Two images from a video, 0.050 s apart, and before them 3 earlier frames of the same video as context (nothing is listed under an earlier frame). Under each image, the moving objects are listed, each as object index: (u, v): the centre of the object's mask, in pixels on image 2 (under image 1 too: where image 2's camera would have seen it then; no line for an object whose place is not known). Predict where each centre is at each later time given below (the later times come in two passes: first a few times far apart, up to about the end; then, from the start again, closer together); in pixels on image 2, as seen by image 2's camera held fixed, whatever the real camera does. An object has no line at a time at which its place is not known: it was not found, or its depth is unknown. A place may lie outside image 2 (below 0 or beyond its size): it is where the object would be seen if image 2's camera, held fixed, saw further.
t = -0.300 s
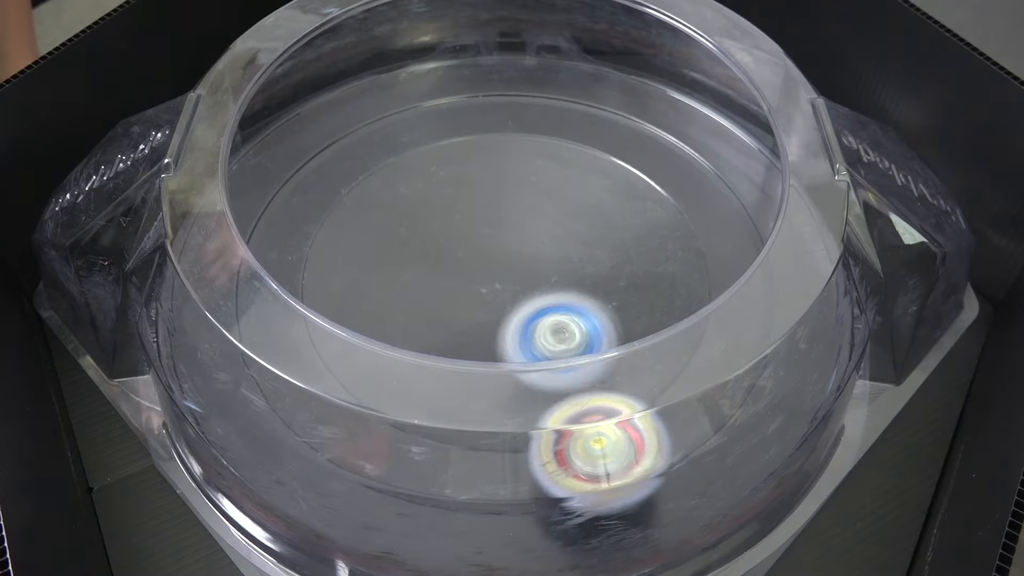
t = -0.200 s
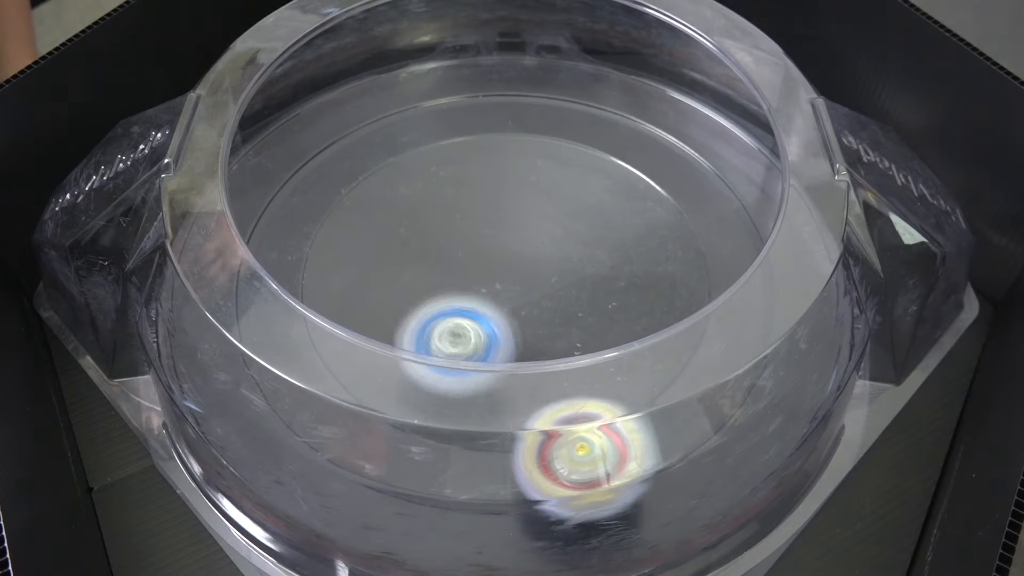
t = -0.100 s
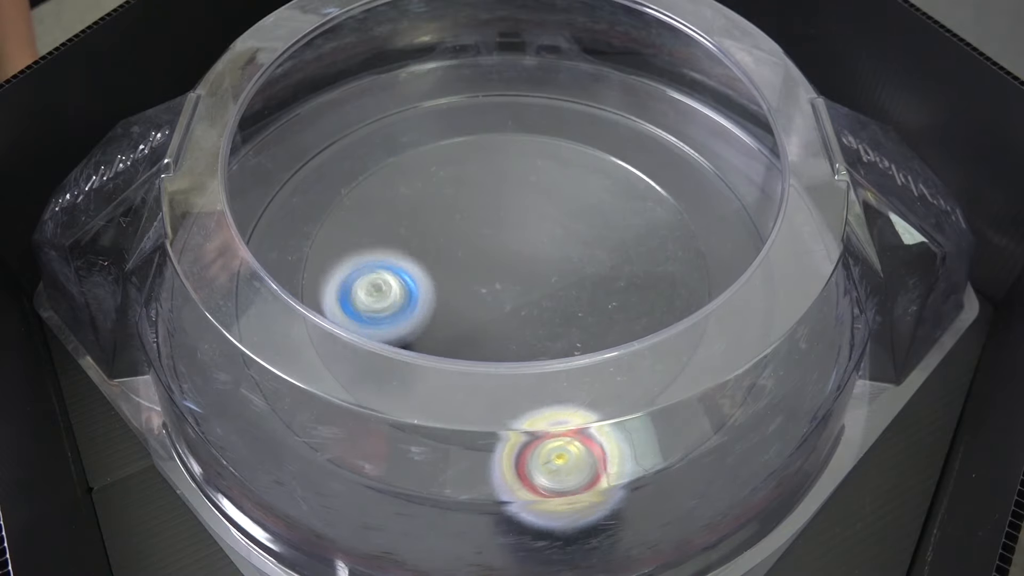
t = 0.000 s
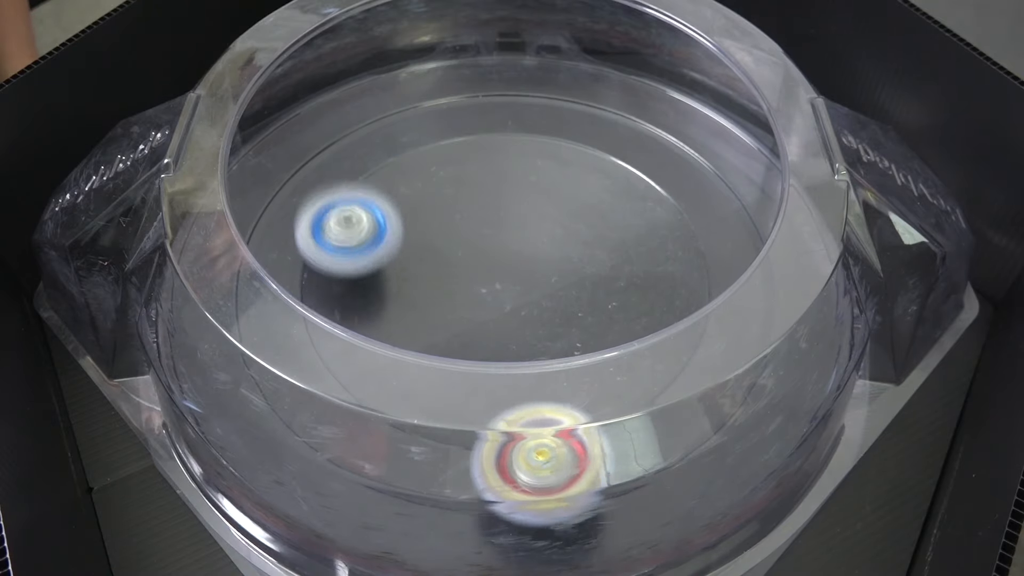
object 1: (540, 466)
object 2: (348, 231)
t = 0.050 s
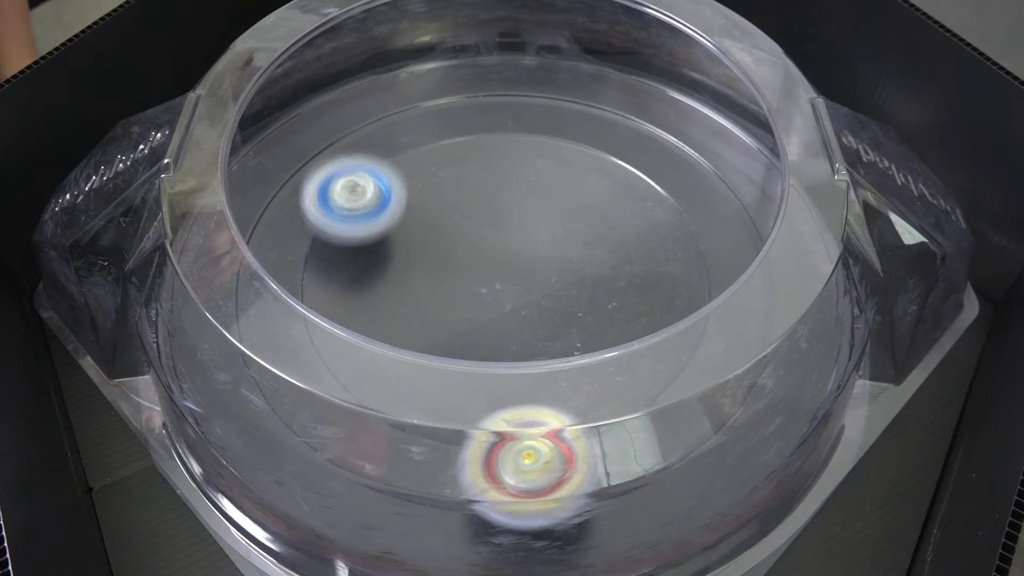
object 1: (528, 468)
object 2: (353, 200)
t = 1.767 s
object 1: (294, 288)
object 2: (428, 266)
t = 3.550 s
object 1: (556, 245)
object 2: (531, 81)
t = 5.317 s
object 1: (528, 247)
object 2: (293, 396)
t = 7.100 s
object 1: (541, 251)
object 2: (740, 208)
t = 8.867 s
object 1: (548, 242)
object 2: (316, 141)
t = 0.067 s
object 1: (522, 470)
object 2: (357, 189)
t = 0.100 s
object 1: (513, 472)
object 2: (370, 171)
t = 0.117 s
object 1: (508, 473)
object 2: (376, 162)
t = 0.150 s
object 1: (499, 474)
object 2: (395, 146)
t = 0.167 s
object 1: (495, 473)
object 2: (406, 141)
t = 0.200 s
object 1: (487, 470)
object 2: (429, 132)
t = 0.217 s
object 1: (482, 469)
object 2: (441, 129)
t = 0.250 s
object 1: (474, 468)
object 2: (468, 127)
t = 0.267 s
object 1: (470, 467)
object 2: (481, 128)
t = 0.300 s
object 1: (461, 467)
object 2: (507, 131)
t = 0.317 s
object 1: (455, 467)
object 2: (521, 135)
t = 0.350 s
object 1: (446, 468)
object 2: (546, 145)
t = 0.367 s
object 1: (442, 467)
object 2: (557, 152)
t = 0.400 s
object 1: (434, 465)
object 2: (580, 168)
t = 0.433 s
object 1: (428, 462)
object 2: (597, 188)
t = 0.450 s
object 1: (424, 461)
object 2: (604, 199)
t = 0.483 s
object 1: (416, 458)
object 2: (617, 219)
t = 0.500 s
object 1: (413, 458)
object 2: (622, 230)
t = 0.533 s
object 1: (405, 456)
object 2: (625, 257)
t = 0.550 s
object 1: (400, 456)
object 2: (624, 270)
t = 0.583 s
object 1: (394, 454)
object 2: (619, 293)
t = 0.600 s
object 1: (391, 453)
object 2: (613, 302)
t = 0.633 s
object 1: (386, 450)
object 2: (595, 318)
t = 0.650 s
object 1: (383, 449)
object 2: (589, 333)
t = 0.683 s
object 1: (378, 446)
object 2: (567, 355)
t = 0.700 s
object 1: (375, 446)
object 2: (553, 363)
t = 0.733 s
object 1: (371, 443)
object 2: (525, 375)
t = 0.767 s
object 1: (365, 440)
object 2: (493, 380)
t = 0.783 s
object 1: (362, 439)
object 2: (479, 381)
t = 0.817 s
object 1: (338, 440)
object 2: (460, 375)
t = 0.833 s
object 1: (326, 436)
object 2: (460, 369)
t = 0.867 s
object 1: (308, 436)
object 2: (457, 345)
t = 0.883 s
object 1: (299, 435)
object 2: (456, 329)
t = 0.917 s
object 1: (282, 431)
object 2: (452, 317)
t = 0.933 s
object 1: (274, 429)
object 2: (448, 310)
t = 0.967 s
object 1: (271, 420)
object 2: (446, 289)
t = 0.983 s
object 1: (270, 415)
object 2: (446, 280)
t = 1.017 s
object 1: (265, 407)
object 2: (453, 261)
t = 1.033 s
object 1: (262, 404)
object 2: (459, 253)
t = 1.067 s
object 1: (258, 398)
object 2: (475, 239)
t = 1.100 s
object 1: (251, 393)
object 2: (495, 228)
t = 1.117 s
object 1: (247, 391)
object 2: (507, 224)
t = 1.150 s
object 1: (241, 388)
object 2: (531, 221)
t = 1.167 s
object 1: (238, 385)
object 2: (543, 220)
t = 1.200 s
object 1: (236, 380)
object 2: (567, 224)
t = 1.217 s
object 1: (235, 377)
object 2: (577, 227)
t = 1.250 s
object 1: (233, 372)
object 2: (599, 236)
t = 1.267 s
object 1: (231, 370)
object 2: (608, 243)
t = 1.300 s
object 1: (226, 365)
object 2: (623, 256)
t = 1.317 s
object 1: (226, 364)
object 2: (629, 265)
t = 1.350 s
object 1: (227, 359)
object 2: (635, 282)
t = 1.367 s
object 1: (228, 357)
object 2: (637, 291)
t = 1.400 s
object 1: (229, 353)
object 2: (629, 304)
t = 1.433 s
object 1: (229, 348)
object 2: (621, 326)
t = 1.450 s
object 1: (229, 344)
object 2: (613, 334)
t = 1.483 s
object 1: (230, 338)
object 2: (593, 350)
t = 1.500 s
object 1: (231, 334)
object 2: (579, 355)
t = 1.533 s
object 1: (232, 328)
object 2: (552, 361)
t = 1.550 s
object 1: (235, 326)
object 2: (535, 361)
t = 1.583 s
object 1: (246, 323)
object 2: (508, 358)
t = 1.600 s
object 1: (251, 322)
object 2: (493, 354)
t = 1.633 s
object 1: (262, 318)
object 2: (470, 341)
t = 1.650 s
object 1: (268, 315)
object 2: (460, 328)
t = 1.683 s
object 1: (277, 306)
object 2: (444, 316)
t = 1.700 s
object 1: (280, 304)
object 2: (436, 308)
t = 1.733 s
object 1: (288, 295)
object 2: (429, 288)
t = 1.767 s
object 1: (294, 288)
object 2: (428, 266)
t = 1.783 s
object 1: (299, 285)
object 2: (429, 256)
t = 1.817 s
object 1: (315, 280)
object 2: (438, 236)
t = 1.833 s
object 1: (323, 279)
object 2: (444, 226)
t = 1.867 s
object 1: (349, 279)
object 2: (460, 209)
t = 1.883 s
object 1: (360, 281)
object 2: (467, 202)
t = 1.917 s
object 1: (387, 283)
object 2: (487, 189)
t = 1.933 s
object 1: (403, 284)
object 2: (497, 183)
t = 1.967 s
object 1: (433, 286)
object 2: (520, 176)
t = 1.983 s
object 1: (448, 289)
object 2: (531, 173)
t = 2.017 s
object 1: (480, 289)
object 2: (555, 171)
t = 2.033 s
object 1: (495, 287)
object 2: (567, 170)
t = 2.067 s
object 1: (523, 282)
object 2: (590, 174)
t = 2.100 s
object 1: (546, 274)
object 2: (612, 180)
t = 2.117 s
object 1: (555, 269)
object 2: (620, 185)
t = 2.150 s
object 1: (566, 267)
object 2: (644, 190)
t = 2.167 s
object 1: (557, 268)
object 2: (667, 183)
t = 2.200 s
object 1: (540, 278)
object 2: (710, 175)
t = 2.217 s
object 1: (532, 280)
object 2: (729, 173)
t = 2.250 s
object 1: (513, 286)
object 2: (734, 173)
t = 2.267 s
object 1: (506, 286)
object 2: (735, 176)
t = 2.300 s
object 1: (491, 287)
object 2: (733, 194)
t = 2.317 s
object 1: (486, 286)
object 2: (731, 200)
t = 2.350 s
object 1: (477, 283)
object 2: (731, 203)
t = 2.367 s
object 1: (477, 282)
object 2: (729, 208)
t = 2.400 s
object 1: (476, 278)
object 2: (728, 211)
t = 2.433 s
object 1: (484, 276)
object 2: (727, 213)
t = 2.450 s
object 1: (486, 274)
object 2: (725, 214)
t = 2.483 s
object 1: (498, 271)
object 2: (725, 212)
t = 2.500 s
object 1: (500, 269)
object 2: (727, 209)
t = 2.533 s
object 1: (511, 265)
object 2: (728, 203)
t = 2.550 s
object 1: (512, 262)
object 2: (728, 200)
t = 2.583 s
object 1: (519, 258)
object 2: (730, 189)
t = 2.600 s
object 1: (520, 255)
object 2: (730, 184)
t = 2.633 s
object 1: (523, 251)
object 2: (731, 171)
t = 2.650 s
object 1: (524, 248)
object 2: (728, 167)
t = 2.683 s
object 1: (524, 244)
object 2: (717, 163)
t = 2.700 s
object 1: (524, 241)
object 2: (713, 163)
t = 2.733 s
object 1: (523, 237)
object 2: (705, 157)
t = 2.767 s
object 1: (519, 233)
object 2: (698, 149)
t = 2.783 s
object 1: (519, 231)
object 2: (695, 144)
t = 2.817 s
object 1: (514, 226)
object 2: (691, 135)
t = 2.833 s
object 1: (513, 225)
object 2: (690, 131)
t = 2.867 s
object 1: (506, 222)
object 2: (682, 130)
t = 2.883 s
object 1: (504, 222)
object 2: (678, 131)
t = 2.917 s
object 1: (496, 221)
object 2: (673, 130)
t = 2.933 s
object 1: (493, 223)
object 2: (669, 127)
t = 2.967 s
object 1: (485, 227)
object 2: (663, 122)
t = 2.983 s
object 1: (484, 231)
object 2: (660, 120)
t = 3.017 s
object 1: (479, 238)
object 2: (653, 111)
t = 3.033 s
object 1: (479, 245)
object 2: (649, 107)
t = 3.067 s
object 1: (481, 253)
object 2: (642, 105)
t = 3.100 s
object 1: (488, 264)
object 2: (636, 107)
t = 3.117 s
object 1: (490, 267)
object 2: (632, 107)
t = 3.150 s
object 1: (501, 274)
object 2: (625, 105)
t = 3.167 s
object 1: (503, 276)
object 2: (620, 102)
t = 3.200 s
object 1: (515, 280)
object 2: (611, 96)
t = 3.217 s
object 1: (517, 280)
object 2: (606, 93)
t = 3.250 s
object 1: (527, 280)
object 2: (598, 88)
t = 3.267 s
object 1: (528, 280)
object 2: (594, 87)
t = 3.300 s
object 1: (538, 277)
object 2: (589, 89)
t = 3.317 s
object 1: (538, 277)
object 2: (586, 90)
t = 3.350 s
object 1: (546, 273)
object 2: (580, 90)
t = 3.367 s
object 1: (547, 272)
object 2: (577, 89)
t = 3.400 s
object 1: (552, 267)
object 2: (567, 86)
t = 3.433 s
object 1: (557, 263)
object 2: (556, 81)
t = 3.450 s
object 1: (557, 260)
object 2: (549, 79)
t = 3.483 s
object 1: (560, 256)
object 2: (540, 76)
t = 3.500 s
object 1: (559, 253)
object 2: (538, 77)
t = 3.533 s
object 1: (559, 248)
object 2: (533, 80)
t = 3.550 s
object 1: (556, 245)
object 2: (531, 81)
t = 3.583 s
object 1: (553, 240)
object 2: (525, 82)
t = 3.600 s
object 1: (549, 239)
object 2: (521, 83)
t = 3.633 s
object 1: (542, 235)
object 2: (510, 82)
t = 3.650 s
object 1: (535, 236)
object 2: (505, 81)
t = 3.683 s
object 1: (525, 235)
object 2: (491, 79)
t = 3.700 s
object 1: (519, 238)
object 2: (483, 77)
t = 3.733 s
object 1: (508, 242)
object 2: (474, 77)
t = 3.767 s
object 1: (500, 249)
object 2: (469, 79)
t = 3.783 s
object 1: (494, 254)
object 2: (466, 81)
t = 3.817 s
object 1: (490, 261)
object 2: (462, 83)
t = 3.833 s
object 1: (487, 266)
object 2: (458, 85)
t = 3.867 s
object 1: (486, 273)
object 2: (447, 87)
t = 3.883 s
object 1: (486, 277)
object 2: (441, 87)
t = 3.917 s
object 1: (486, 282)
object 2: (426, 88)
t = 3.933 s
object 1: (489, 285)
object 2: (418, 88)
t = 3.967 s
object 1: (491, 289)
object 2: (409, 90)
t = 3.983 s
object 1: (495, 291)
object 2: (406, 93)
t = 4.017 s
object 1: (499, 295)
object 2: (402, 95)
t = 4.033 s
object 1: (504, 296)
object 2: (399, 97)
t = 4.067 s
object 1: (509, 300)
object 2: (389, 101)
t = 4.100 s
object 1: (514, 301)
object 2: (376, 104)
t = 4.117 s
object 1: (520, 302)
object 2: (370, 106)
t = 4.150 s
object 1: (526, 303)
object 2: (360, 110)
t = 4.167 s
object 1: (531, 302)
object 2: (358, 112)
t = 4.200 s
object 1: (537, 301)
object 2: (352, 117)
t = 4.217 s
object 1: (541, 299)
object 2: (346, 119)
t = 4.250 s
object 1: (547, 295)
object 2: (336, 125)
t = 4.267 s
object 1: (548, 292)
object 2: (330, 128)
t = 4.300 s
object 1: (553, 286)
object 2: (323, 133)
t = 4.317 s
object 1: (552, 283)
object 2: (320, 136)
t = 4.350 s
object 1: (552, 275)
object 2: (313, 142)
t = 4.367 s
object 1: (550, 272)
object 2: (309, 145)
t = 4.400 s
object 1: (543, 264)
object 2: (301, 151)
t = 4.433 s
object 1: (536, 258)
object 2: (294, 158)
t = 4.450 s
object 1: (530, 256)
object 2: (291, 162)
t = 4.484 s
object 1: (521, 252)
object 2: (284, 169)
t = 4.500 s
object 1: (517, 251)
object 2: (283, 173)
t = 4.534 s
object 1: (505, 250)
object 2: (277, 181)
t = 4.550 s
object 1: (502, 250)
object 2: (276, 185)
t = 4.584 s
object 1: (493, 251)
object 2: (273, 192)
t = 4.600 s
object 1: (489, 251)
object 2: (272, 195)
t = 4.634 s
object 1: (482, 254)
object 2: (271, 203)
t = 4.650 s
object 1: (478, 255)
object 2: (270, 206)
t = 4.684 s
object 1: (474, 258)
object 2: (259, 216)
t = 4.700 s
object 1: (471, 261)
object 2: (256, 219)
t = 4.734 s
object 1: (468, 265)
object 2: (254, 227)
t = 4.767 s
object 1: (466, 270)
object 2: (249, 236)
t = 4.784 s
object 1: (463, 273)
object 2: (248, 241)
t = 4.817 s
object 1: (462, 277)
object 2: (248, 248)
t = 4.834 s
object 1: (463, 281)
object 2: (243, 256)
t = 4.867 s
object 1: (463, 285)
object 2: (242, 265)
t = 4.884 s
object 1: (466, 288)
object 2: (243, 270)
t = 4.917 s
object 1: (469, 293)
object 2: (245, 281)
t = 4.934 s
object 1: (472, 294)
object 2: (243, 285)
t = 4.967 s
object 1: (480, 299)
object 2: (244, 295)
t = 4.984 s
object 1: (482, 300)
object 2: (237, 305)
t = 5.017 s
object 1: (494, 300)
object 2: (241, 314)
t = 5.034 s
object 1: (499, 301)
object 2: (243, 318)
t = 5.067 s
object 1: (509, 298)
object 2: (247, 327)
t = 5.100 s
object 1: (519, 291)
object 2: (251, 334)
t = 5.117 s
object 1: (525, 290)
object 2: (255, 340)
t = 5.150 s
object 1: (530, 282)
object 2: (260, 348)
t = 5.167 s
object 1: (534, 277)
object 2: (263, 353)
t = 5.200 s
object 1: (536, 269)
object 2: (269, 360)
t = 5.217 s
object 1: (535, 264)
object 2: (273, 368)
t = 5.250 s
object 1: (535, 257)
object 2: (278, 376)
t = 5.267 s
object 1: (531, 254)
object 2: (281, 382)
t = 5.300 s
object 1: (528, 248)
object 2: (289, 391)
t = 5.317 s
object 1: (528, 247)
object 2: (293, 396)
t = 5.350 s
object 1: (521, 242)
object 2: (302, 403)
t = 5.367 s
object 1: (520, 240)
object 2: (306, 409)
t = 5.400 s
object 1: (514, 237)
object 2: (316, 417)
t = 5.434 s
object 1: (507, 235)
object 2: (327, 425)
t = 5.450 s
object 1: (503, 233)
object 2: (333, 428)
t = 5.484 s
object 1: (497, 232)
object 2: (344, 436)
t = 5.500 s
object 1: (491, 232)
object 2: (351, 439)
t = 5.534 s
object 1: (485, 232)
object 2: (361, 446)
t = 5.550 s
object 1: (482, 235)
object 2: (369, 449)
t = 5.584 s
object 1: (474, 237)
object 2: (380, 455)
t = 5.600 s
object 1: (473, 238)
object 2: (386, 457)
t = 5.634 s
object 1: (467, 244)
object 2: (400, 461)
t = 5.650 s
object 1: (463, 246)
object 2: (405, 463)
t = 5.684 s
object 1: (462, 252)
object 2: (420, 467)
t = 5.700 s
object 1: (462, 258)
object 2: (426, 469)
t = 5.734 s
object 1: (464, 265)
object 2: (443, 472)
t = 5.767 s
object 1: (470, 272)
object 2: (458, 475)
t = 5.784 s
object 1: (475, 276)
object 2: (466, 475)
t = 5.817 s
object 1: (484, 282)
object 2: (482, 477)
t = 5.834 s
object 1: (490, 283)
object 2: (490, 478)
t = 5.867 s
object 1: (501, 286)
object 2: (506, 478)
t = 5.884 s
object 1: (504, 287)
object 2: (513, 478)
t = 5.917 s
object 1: (515, 285)
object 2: (529, 477)
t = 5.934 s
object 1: (523, 286)
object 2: (535, 477)
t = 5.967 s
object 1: (531, 283)
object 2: (547, 476)
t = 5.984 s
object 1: (536, 279)
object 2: (554, 480)
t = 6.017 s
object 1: (543, 275)
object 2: (571, 472)
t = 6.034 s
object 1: (543, 273)
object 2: (577, 471)
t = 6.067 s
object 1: (547, 267)
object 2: (593, 467)
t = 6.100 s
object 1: (550, 261)
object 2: (606, 463)
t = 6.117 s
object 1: (551, 260)
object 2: (614, 460)
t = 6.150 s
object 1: (551, 254)
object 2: (628, 455)
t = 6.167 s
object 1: (551, 249)
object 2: (636, 453)
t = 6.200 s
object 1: (549, 244)
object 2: (648, 446)
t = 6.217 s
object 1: (545, 242)
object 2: (655, 444)
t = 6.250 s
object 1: (540, 236)
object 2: (665, 438)
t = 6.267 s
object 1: (539, 235)
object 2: (669, 436)
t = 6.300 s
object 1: (530, 232)
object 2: (682, 428)
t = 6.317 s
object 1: (525, 229)
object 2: (686, 426)
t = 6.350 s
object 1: (516, 229)
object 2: (696, 417)
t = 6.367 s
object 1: (509, 231)
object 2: (700, 414)
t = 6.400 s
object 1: (500, 234)
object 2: (710, 405)
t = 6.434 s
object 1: (492, 240)
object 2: (717, 397)
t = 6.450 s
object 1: (490, 244)
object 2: (720, 392)
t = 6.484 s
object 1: (483, 253)
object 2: (729, 384)
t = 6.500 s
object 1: (480, 256)
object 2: (733, 378)
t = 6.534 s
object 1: (479, 264)
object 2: (737, 368)
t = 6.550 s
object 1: (479, 271)
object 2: (740, 364)
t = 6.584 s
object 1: (481, 279)
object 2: (746, 355)
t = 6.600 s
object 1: (486, 281)
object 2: (749, 350)
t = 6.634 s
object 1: (491, 288)
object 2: (754, 342)
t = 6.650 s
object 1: (491, 291)
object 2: (757, 338)
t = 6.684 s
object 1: (498, 294)
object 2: (762, 328)
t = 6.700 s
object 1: (504, 297)
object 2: (763, 324)
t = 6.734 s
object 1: (511, 299)
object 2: (767, 317)
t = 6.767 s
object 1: (518, 300)
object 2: (772, 308)
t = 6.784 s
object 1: (522, 298)
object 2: (774, 303)
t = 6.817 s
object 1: (531, 297)
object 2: (766, 289)
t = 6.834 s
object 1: (533, 298)
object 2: (765, 283)
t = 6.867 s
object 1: (540, 295)
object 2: (766, 274)
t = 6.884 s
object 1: (545, 291)
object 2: (767, 269)
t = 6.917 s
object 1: (551, 286)
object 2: (765, 260)
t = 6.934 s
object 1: (551, 284)
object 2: (765, 256)
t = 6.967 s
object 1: (554, 278)
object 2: (762, 245)
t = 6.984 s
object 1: (557, 274)
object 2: (760, 240)
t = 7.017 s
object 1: (556, 266)
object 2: (756, 231)
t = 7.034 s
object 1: (553, 263)
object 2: (755, 226)
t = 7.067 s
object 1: (548, 256)
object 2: (751, 219)
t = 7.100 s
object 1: (541, 251)
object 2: (740, 208)
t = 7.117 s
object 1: (538, 249)
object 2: (739, 204)
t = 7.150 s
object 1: (528, 246)
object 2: (738, 198)
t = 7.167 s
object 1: (521, 244)
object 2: (737, 194)
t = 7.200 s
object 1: (511, 244)
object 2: (734, 186)
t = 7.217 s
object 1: (506, 245)
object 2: (732, 182)
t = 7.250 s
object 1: (495, 247)
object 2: (728, 175)
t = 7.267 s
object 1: (490, 247)
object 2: (725, 171)
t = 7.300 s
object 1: (481, 251)
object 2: (718, 163)
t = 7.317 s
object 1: (478, 255)
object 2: (714, 159)
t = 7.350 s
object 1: (472, 260)
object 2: (707, 152)
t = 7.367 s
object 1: (470, 261)
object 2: (703, 149)
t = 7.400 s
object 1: (468, 267)
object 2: (696, 141)
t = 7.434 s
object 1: (467, 273)
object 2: (688, 136)
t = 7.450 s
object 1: (466, 278)
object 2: (684, 133)
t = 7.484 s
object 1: (467, 284)
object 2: (676, 127)
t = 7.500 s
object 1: (470, 285)
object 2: (671, 124)
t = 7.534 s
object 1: (473, 290)
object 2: (664, 119)
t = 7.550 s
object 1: (474, 294)
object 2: (659, 116)
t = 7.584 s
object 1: (481, 299)
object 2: (650, 111)
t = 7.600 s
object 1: (486, 299)
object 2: (645, 109)
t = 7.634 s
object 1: (495, 301)
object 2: (636, 105)
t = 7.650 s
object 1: (499, 303)
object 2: (631, 103)
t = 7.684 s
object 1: (510, 302)
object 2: (622, 99)
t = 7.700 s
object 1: (516, 299)
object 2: (618, 97)
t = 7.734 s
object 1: (525, 295)
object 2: (608, 94)
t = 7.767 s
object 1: (532, 289)
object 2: (599, 91)
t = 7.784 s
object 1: (536, 287)
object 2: (594, 90)
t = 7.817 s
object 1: (540, 279)
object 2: (586, 88)
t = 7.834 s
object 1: (540, 274)
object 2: (581, 87)
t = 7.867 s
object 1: (540, 266)
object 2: (571, 84)
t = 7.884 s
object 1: (541, 263)
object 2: (567, 84)
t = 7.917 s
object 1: (539, 255)
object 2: (557, 81)
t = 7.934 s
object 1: (535, 251)
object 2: (553, 81)
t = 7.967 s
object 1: (530, 244)
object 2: (544, 79)
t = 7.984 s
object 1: (529, 242)
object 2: (539, 79)
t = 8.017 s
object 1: (522, 238)
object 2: (528, 79)
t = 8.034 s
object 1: (516, 235)
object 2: (524, 79)
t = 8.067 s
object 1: (509, 232)
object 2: (513, 78)
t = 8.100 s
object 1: (500, 231)
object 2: (504, 78)
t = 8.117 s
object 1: (499, 230)
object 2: (500, 78)
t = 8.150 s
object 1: (490, 231)
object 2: (491, 78)
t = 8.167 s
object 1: (484, 233)
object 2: (486, 79)
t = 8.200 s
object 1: (476, 236)
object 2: (477, 79)
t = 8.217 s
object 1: (474, 236)
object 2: (473, 79)
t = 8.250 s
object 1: (467, 241)
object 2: (464, 81)
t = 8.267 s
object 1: (464, 246)
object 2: (459, 81)
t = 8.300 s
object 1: (460, 253)
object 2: (449, 82)
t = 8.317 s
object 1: (459, 255)
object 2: (445, 83)
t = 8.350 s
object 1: (459, 264)
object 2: (435, 85)
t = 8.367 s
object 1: (463, 270)
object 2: (431, 86)
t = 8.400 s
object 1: (468, 277)
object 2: (422, 88)
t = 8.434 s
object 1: (476, 284)
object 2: (413, 91)
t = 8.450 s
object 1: (478, 287)
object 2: (408, 92)
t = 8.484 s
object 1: (490, 291)
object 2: (399, 95)
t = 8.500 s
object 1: (498, 292)
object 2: (395, 96)
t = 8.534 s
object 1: (509, 292)
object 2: (387, 100)
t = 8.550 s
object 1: (514, 294)
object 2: (382, 101)
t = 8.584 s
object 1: (525, 292)
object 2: (374, 104)
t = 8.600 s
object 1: (528, 289)
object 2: (369, 106)
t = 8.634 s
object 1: (537, 285)
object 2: (363, 109)
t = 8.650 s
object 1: (543, 284)
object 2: (360, 110)
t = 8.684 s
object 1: (549, 278)
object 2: (353, 114)
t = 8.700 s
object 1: (549, 275)
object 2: (349, 116)
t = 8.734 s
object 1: (552, 269)
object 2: (342, 121)
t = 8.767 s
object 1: (554, 263)
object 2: (335, 126)
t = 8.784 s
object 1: (555, 257)
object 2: (332, 129)
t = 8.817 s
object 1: (553, 251)
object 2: (325, 134)
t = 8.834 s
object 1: (553, 249)
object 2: (322, 136)
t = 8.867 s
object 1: (548, 242)
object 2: (316, 141)
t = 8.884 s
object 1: (542, 239)
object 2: (313, 144)
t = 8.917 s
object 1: (535, 235)
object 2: (307, 149)
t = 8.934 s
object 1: (532, 232)
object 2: (305, 151)
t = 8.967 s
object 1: (522, 230)
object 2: (299, 156)
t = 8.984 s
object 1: (518, 232)
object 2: (297, 159)
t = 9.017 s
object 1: (509, 233)
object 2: (292, 164)
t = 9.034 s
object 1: (503, 233)
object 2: (290, 167)
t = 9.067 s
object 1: (493, 237)
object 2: (285, 172)
